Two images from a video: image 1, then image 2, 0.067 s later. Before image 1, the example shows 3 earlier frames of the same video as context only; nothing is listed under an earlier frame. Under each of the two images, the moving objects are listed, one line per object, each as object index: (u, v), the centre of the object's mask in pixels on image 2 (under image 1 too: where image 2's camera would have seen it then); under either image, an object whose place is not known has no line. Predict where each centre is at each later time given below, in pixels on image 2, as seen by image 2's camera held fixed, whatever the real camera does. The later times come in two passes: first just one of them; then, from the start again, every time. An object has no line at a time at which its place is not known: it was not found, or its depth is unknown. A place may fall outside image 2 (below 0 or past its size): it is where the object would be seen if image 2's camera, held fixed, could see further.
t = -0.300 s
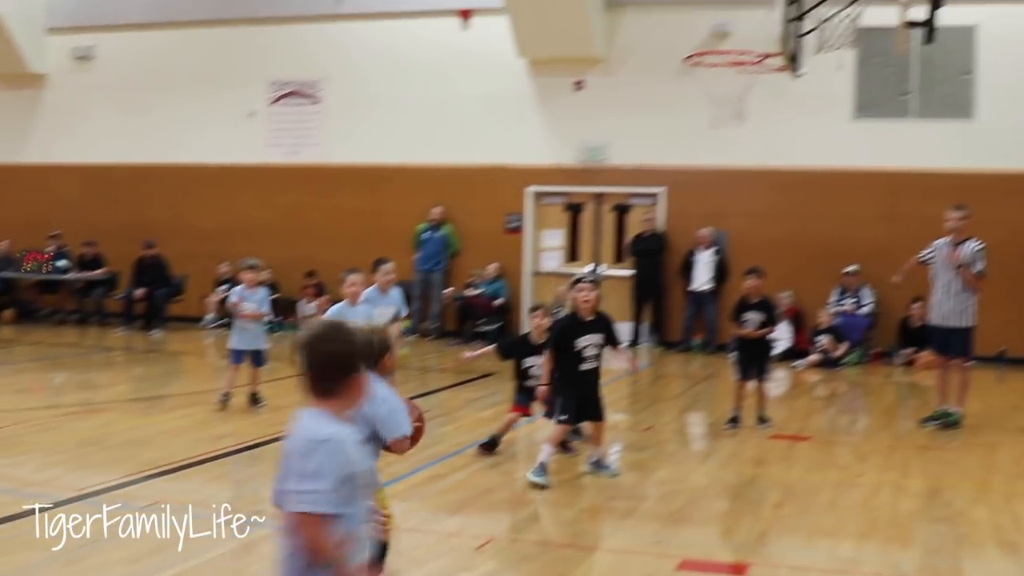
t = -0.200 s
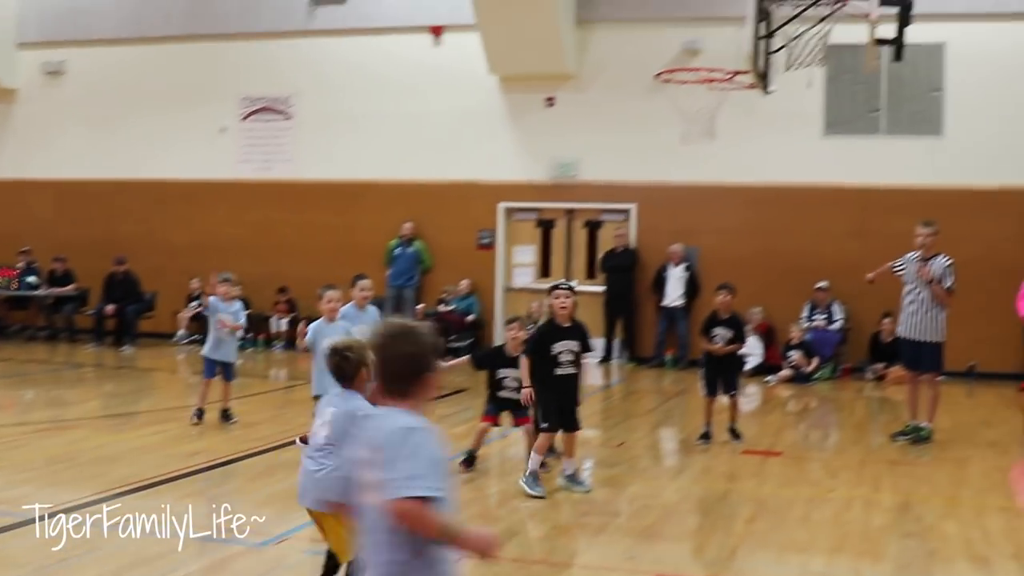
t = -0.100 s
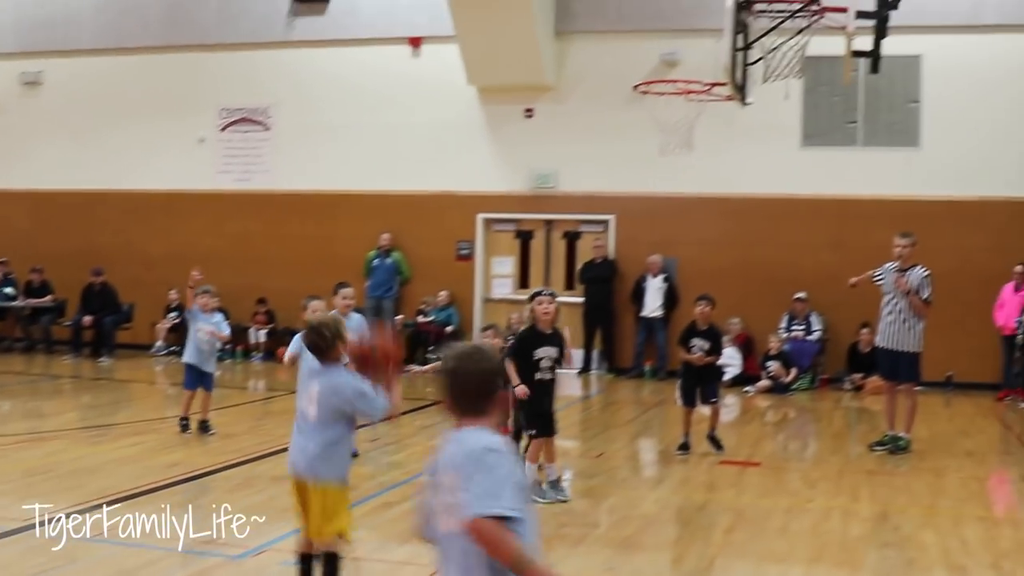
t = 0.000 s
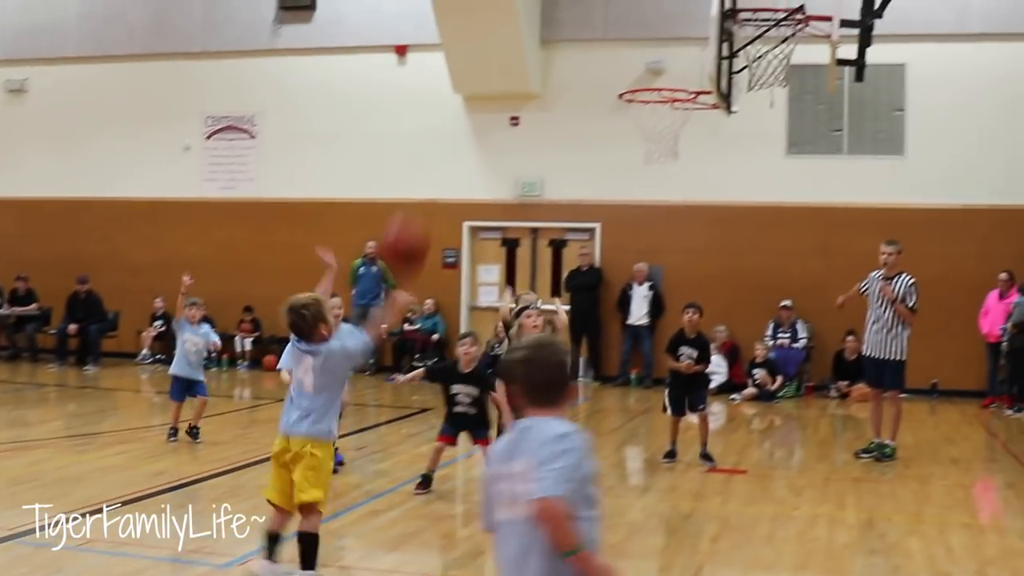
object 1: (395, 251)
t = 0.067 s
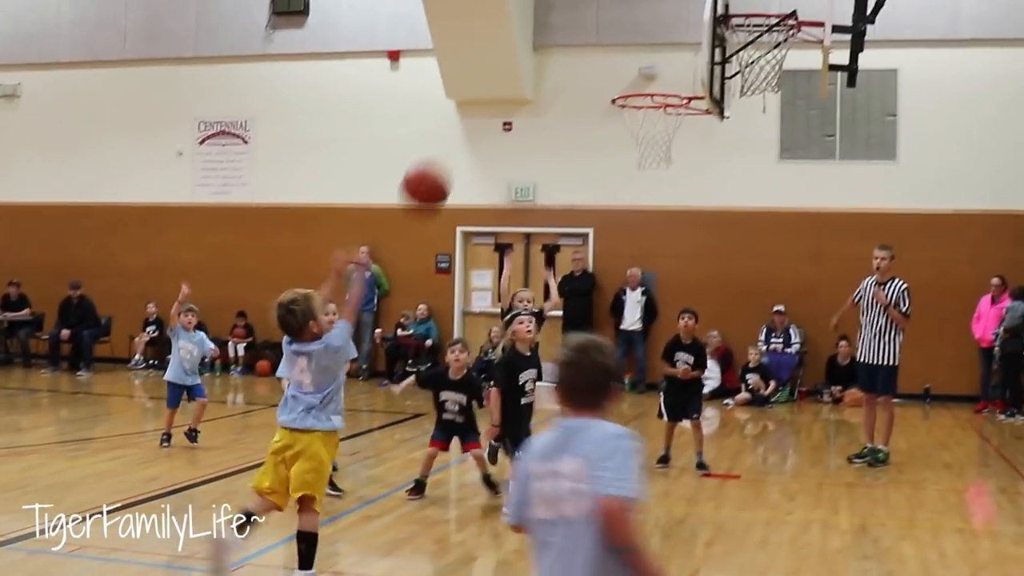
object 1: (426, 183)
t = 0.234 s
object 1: (489, 80)
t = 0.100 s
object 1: (439, 158)
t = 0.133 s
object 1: (453, 133)
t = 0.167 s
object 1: (467, 113)
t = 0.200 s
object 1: (477, 96)
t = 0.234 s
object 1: (489, 80)
